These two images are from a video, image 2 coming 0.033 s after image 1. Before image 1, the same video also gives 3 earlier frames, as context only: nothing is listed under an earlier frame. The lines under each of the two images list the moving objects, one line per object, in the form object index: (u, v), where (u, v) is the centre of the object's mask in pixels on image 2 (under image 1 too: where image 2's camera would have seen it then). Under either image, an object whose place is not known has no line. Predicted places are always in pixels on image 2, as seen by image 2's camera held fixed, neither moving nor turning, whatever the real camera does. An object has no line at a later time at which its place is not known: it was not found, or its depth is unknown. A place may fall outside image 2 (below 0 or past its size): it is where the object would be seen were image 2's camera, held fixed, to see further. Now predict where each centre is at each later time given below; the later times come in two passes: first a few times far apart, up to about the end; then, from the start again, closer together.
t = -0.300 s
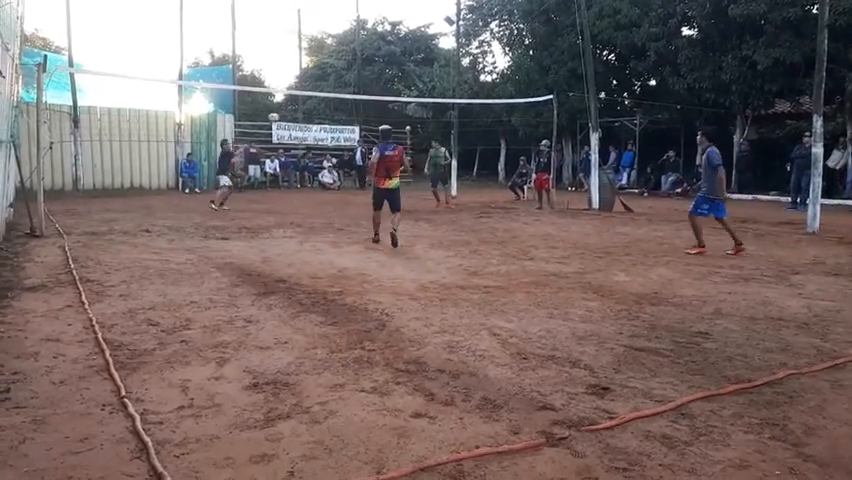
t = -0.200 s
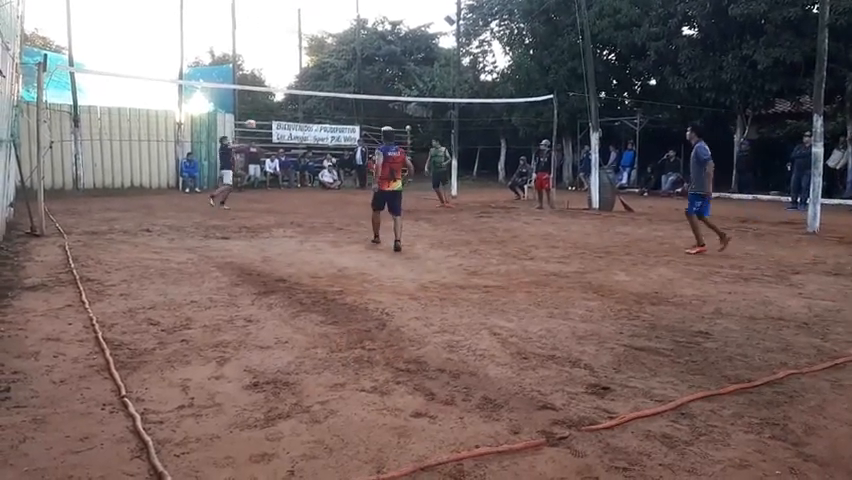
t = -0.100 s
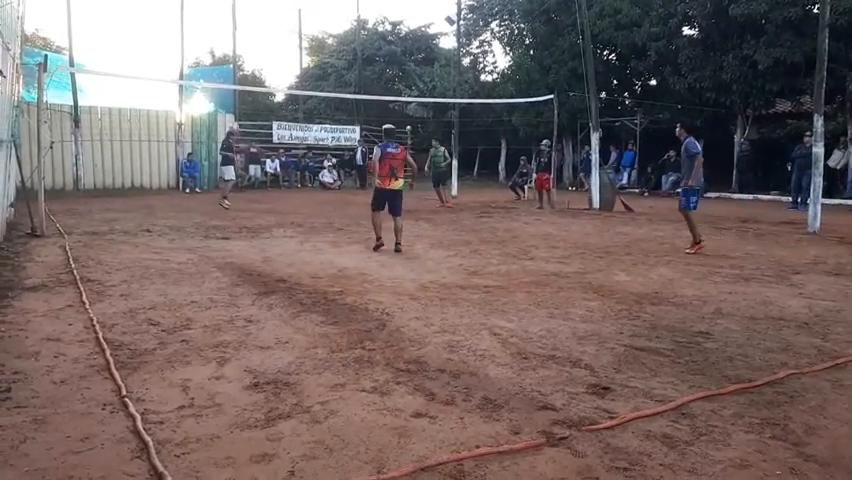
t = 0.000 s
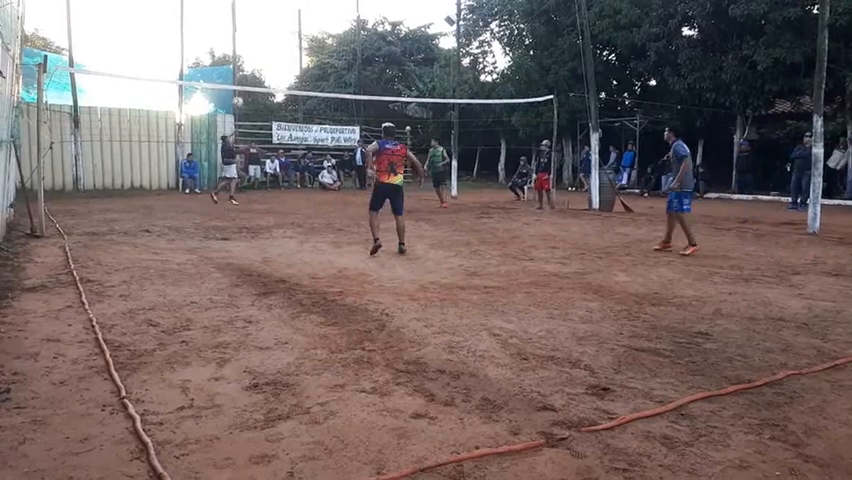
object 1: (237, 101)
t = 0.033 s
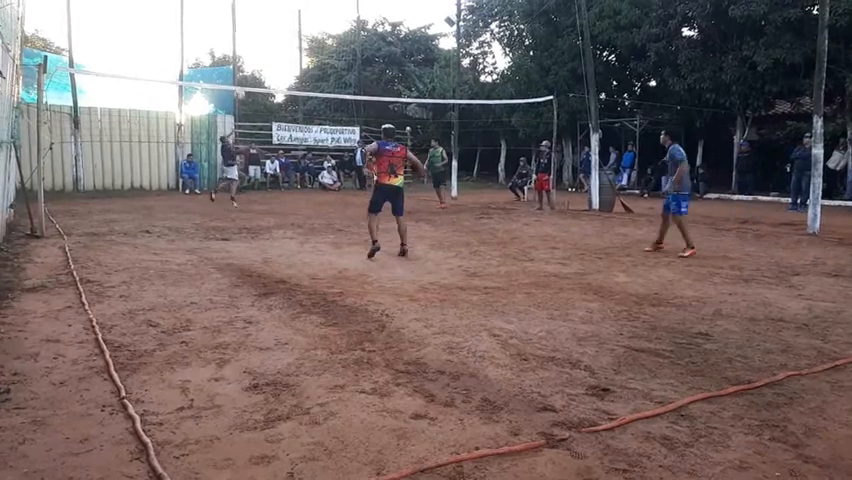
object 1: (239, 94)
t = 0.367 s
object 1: (262, 25)
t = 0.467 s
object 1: (272, 10)
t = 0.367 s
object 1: (262, 25)
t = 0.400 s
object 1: (265, 20)
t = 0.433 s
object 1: (268, 15)
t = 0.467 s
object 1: (272, 10)
